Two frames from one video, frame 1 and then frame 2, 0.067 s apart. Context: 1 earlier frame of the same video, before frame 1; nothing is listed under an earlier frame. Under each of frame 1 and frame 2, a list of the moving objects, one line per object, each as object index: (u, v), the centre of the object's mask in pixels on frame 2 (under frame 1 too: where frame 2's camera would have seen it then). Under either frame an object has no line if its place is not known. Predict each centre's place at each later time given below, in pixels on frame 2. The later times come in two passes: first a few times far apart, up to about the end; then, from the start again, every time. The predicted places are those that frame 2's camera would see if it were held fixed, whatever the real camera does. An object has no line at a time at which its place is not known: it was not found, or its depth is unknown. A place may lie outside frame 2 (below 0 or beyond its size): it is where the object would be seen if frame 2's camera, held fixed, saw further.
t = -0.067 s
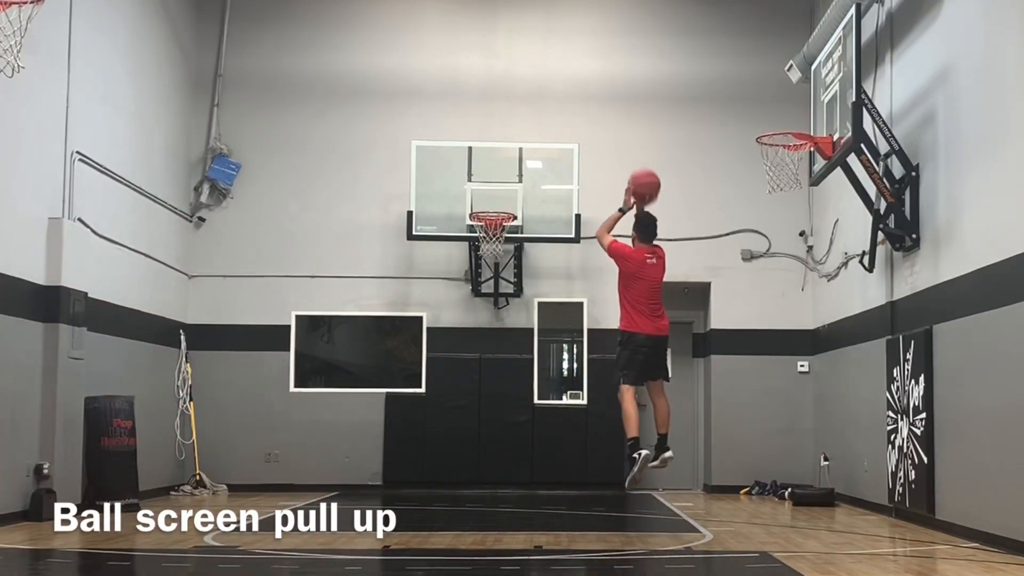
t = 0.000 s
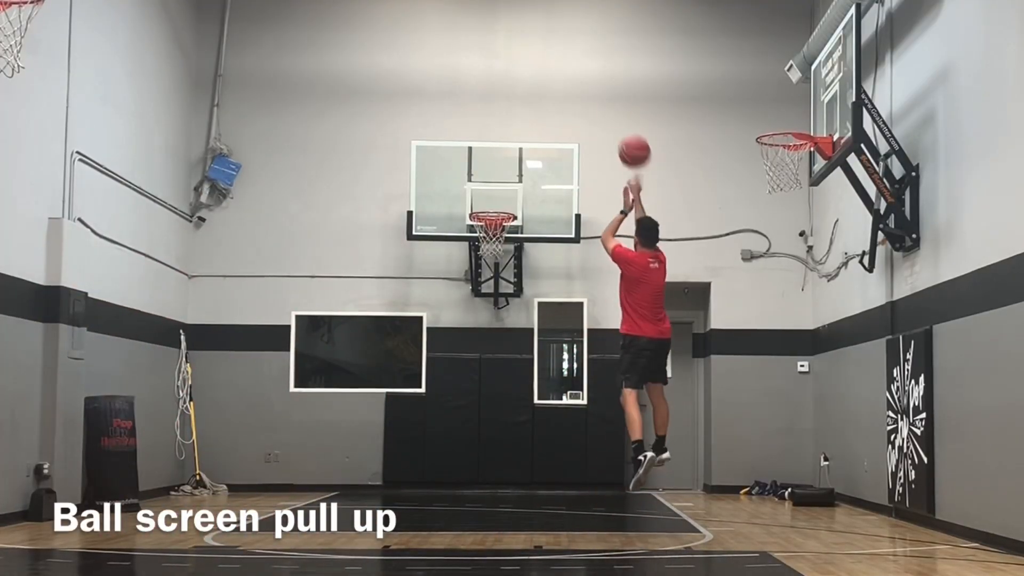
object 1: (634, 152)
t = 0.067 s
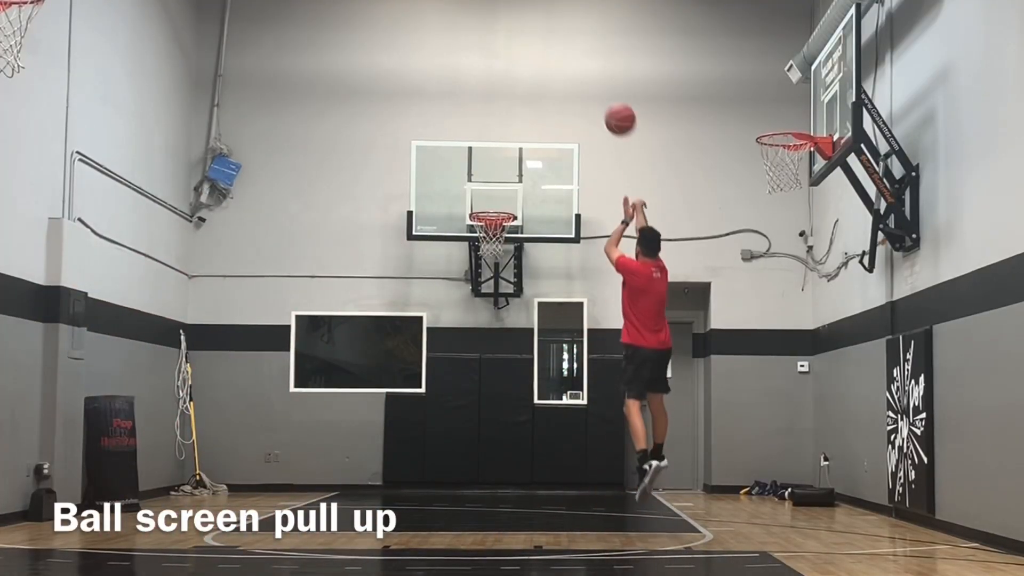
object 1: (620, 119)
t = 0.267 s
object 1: (582, 64)
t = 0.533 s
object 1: (539, 66)
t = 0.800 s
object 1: (504, 133)
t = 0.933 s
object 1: (488, 186)
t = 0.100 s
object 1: (613, 106)
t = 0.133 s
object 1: (607, 95)
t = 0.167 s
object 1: (600, 85)
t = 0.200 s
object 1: (594, 76)
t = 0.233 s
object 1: (588, 69)
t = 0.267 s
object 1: (582, 64)
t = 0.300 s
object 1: (576, 60)
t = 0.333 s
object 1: (570, 57)
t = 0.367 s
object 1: (565, 56)
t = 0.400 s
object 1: (559, 56)
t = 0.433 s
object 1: (554, 57)
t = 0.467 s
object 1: (549, 58)
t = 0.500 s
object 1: (544, 62)
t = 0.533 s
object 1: (539, 66)
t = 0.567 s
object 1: (534, 71)
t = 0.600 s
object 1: (530, 77)
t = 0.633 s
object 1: (525, 84)
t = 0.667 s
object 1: (521, 93)
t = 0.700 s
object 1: (516, 101)
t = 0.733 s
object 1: (512, 111)
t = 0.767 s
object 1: (508, 121)
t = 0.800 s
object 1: (504, 133)
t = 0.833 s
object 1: (500, 145)
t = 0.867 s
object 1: (496, 159)
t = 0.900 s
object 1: (492, 172)
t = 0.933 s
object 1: (488, 186)
